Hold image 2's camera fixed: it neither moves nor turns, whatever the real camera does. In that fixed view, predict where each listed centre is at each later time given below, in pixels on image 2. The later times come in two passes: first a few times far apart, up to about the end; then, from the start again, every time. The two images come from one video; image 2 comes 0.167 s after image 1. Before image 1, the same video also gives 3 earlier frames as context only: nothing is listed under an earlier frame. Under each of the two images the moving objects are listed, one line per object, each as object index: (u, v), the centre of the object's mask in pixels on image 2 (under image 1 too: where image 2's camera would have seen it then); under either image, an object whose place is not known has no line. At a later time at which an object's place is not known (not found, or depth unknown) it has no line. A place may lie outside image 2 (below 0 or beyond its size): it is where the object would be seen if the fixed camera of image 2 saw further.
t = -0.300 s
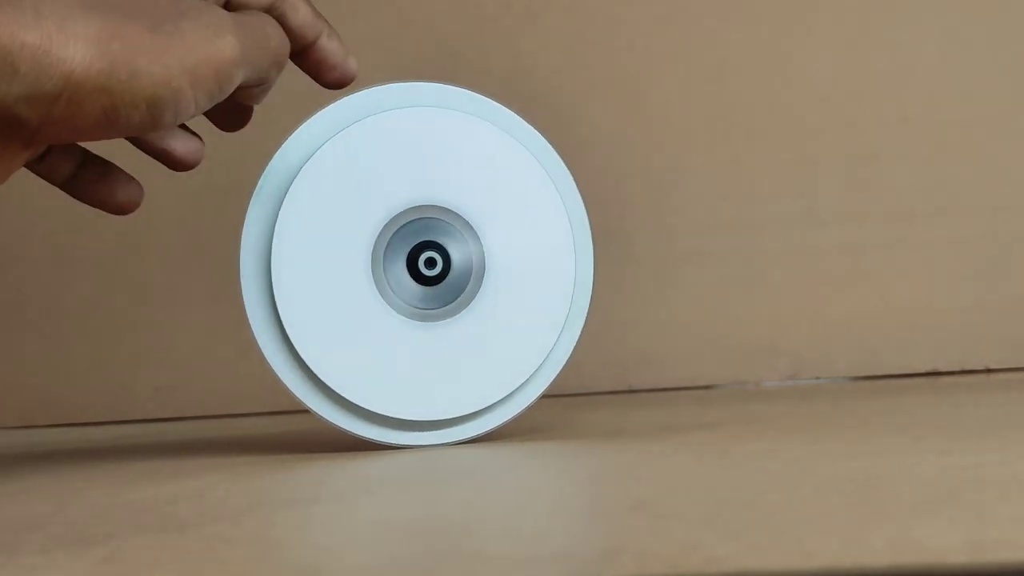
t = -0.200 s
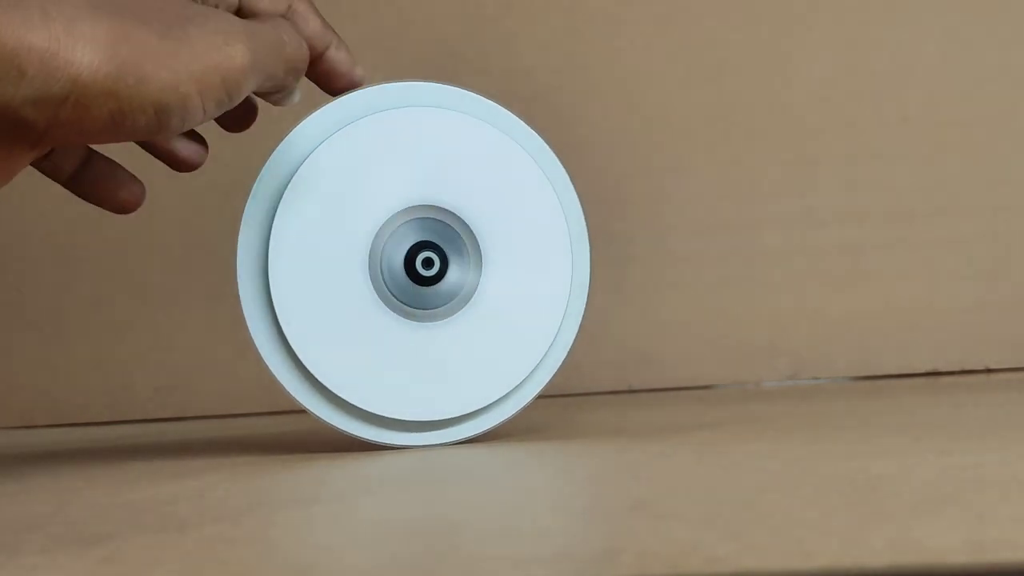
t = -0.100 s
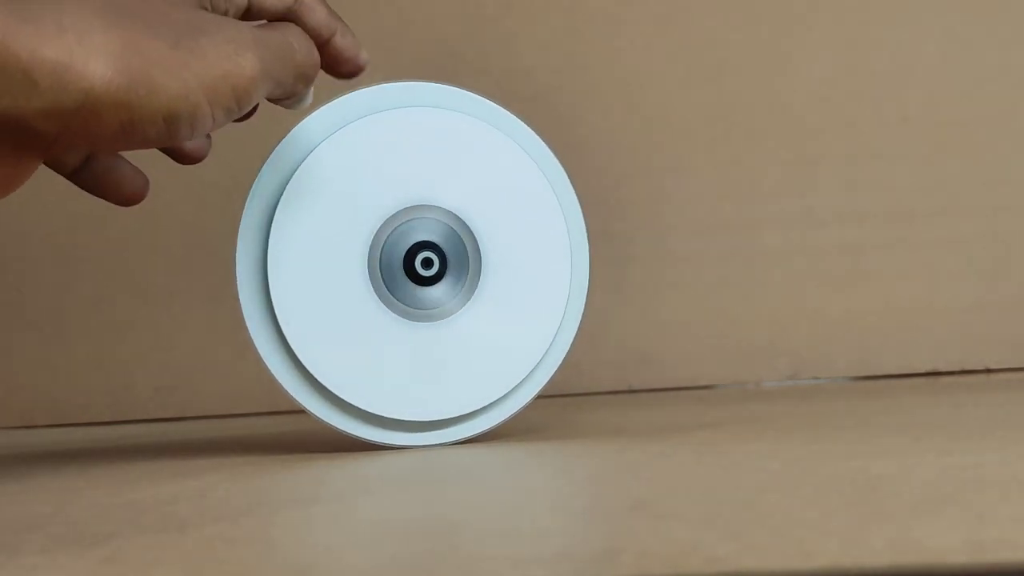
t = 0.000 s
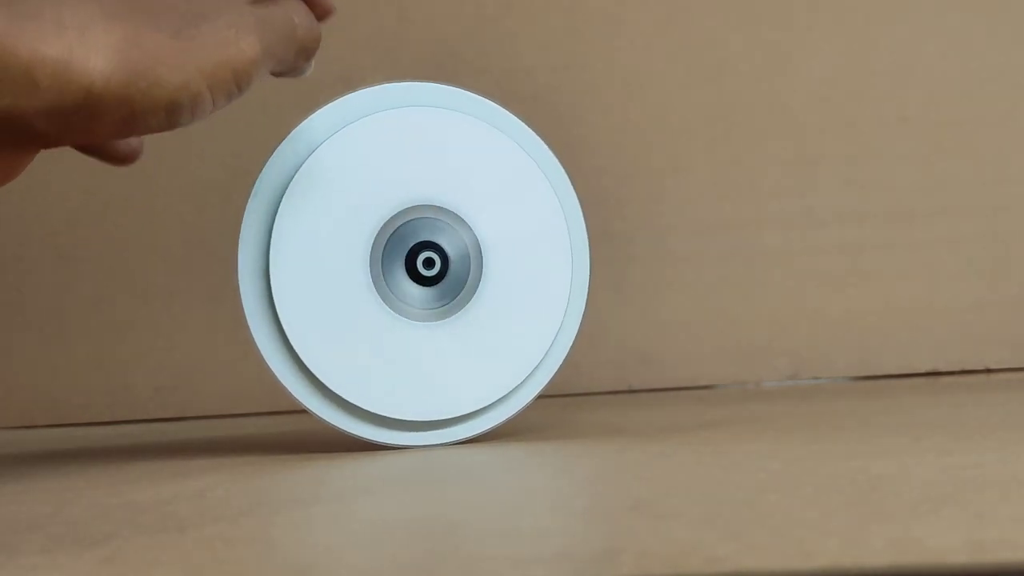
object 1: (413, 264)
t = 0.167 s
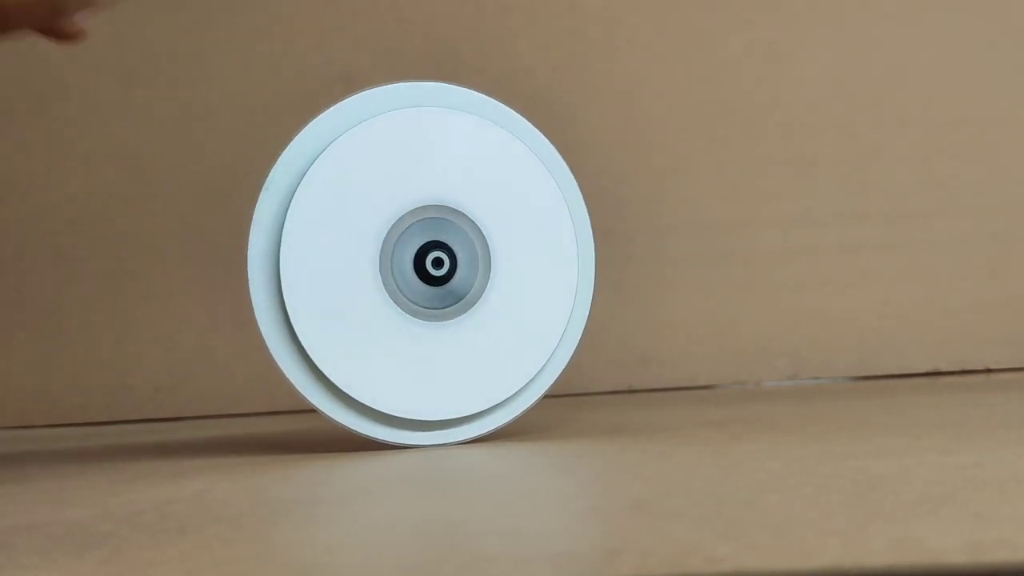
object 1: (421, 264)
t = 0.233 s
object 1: (426, 264)
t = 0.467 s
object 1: (447, 263)
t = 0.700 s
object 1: (472, 262)
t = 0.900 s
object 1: (490, 262)
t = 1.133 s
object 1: (499, 262)
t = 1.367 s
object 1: (492, 262)
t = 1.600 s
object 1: (474, 262)
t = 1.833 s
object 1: (457, 263)
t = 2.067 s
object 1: (445, 263)
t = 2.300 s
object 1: (442, 262)
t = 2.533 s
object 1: (450, 262)
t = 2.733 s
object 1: (460, 262)
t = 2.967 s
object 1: (475, 263)
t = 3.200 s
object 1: (488, 263)
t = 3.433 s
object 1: (489, 263)
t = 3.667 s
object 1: (480, 263)
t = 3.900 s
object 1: (470, 262)
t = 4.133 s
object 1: (464, 262)
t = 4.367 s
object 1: (465, 262)
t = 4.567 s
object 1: (470, 262)
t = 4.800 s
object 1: (477, 263)
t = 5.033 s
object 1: (485, 263)
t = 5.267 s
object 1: (488, 263)
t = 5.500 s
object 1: (483, 263)
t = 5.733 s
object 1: (479, 262)
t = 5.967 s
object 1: (479, 262)
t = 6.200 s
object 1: (483, 262)
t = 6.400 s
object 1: (487, 262)
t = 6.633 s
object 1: (489, 263)
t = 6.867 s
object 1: (488, 262)
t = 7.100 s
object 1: (488, 262)
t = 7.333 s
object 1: (486, 262)
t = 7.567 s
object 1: (487, 262)
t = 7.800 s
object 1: (489, 262)
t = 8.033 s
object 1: (488, 262)
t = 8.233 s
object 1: (490, 262)
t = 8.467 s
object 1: (491, 262)
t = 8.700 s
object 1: (492, 262)
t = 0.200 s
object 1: (423, 264)
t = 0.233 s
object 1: (426, 264)
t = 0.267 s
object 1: (428, 263)
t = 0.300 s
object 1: (431, 263)
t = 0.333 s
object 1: (434, 263)
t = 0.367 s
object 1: (437, 263)
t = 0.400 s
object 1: (441, 263)
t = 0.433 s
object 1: (444, 263)
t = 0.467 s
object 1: (447, 263)
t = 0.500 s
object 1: (451, 263)
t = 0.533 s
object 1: (454, 263)
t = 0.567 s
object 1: (458, 263)
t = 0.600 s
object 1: (461, 263)
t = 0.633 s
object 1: (465, 263)
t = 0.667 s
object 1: (468, 263)
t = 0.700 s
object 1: (472, 262)
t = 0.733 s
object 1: (475, 262)
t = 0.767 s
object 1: (478, 262)
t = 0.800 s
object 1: (482, 262)
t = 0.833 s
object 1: (485, 262)
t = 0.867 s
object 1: (488, 262)
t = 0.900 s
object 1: (490, 262)
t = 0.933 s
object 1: (493, 262)
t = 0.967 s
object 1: (495, 262)
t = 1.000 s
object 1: (497, 262)
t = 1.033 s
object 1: (498, 262)
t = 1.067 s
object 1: (499, 262)
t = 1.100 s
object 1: (499, 262)
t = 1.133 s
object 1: (499, 262)
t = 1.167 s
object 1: (499, 262)
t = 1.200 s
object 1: (499, 262)
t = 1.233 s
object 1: (498, 262)
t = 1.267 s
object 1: (497, 262)
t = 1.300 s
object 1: (496, 262)
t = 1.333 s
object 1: (494, 262)
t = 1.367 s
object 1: (492, 262)
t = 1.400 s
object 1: (490, 262)
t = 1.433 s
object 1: (488, 262)
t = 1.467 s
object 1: (485, 262)
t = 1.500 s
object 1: (483, 262)
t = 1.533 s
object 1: (480, 262)
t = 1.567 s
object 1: (477, 262)
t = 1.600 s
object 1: (474, 262)
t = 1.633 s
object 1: (472, 262)
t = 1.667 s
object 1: (469, 262)
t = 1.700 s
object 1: (466, 262)
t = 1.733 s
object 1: (464, 262)
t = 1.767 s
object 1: (462, 262)
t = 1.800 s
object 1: (459, 262)
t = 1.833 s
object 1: (457, 263)
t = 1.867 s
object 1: (455, 263)
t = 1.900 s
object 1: (453, 263)
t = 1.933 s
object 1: (451, 263)
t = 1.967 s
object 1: (449, 263)
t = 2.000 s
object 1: (448, 262)
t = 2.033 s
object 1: (446, 263)
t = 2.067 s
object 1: (445, 263)
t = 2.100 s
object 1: (444, 263)
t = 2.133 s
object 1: (443, 263)
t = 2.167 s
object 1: (443, 263)
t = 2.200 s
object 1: (442, 263)
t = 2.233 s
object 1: (442, 263)
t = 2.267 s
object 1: (443, 263)
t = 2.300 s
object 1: (442, 262)
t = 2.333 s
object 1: (443, 262)
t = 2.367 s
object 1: (444, 262)
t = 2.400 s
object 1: (445, 262)
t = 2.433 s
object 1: (446, 262)
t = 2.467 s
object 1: (447, 263)
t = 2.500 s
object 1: (448, 262)
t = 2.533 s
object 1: (450, 262)
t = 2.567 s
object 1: (451, 263)
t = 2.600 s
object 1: (453, 262)
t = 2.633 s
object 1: (455, 262)
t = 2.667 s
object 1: (457, 263)
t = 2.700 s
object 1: (458, 263)
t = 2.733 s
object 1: (460, 262)
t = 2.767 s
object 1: (463, 262)
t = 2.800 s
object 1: (465, 262)
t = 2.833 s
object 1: (467, 262)
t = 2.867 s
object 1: (469, 263)
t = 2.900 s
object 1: (471, 262)
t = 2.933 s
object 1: (473, 263)
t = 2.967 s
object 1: (475, 263)
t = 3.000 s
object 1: (477, 263)
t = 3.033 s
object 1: (480, 263)
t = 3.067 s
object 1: (482, 263)
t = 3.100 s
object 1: (484, 263)
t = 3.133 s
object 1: (485, 263)
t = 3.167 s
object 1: (487, 263)
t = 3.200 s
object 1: (488, 263)
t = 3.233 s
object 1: (489, 263)
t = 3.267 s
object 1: (490, 263)
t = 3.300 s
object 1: (490, 263)
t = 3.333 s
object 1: (490, 263)
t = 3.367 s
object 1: (490, 263)
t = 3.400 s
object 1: (490, 263)
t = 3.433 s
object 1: (489, 263)
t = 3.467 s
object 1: (488, 263)
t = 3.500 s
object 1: (487, 263)
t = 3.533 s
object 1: (486, 263)
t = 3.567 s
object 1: (485, 263)
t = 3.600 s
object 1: (483, 263)
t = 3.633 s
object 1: (481, 263)
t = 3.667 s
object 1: (480, 263)
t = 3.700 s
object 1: (478, 263)
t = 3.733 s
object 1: (476, 263)
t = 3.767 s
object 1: (475, 263)
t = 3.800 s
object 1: (473, 263)
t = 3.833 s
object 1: (472, 262)
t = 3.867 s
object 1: (471, 262)
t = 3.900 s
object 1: (470, 262)
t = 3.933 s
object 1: (469, 262)
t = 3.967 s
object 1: (468, 262)
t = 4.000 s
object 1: (467, 262)
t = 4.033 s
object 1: (466, 262)
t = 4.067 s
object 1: (465, 262)
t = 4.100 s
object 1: (465, 262)
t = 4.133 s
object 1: (464, 262)
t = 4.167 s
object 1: (464, 262)
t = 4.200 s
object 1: (463, 262)
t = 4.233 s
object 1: (463, 262)
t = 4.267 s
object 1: (463, 262)
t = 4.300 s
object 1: (464, 262)
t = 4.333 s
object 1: (464, 262)
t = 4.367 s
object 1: (465, 262)
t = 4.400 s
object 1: (465, 262)
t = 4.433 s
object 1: (466, 262)
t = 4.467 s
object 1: (467, 262)
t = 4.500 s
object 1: (468, 262)
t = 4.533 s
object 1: (469, 262)
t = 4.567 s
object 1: (470, 262)
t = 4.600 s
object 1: (470, 262)
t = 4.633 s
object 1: (472, 262)
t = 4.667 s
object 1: (473, 262)
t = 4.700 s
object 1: (474, 263)
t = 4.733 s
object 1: (474, 263)
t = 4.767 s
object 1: (475, 263)
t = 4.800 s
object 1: (477, 263)
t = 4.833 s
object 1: (478, 263)
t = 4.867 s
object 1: (479, 263)
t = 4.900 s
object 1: (481, 263)
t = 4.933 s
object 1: (482, 263)
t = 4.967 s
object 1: (483, 263)
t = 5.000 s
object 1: (484, 263)
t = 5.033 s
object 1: (485, 263)
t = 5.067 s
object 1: (486, 263)
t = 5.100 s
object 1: (487, 263)
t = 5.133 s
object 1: (487, 263)
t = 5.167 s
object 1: (488, 263)
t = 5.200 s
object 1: (488, 263)
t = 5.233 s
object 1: (488, 263)
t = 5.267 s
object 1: (488, 263)
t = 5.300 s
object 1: (487, 263)
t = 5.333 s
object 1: (487, 263)
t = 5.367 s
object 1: (486, 263)
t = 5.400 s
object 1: (485, 263)
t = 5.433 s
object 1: (485, 263)
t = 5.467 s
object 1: (484, 263)
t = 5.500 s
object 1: (483, 263)
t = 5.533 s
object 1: (482, 263)
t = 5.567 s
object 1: (481, 262)
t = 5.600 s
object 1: (481, 263)
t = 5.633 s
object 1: (480, 262)
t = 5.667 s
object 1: (479, 262)
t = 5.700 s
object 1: (479, 262)
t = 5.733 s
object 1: (479, 262)
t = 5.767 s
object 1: (478, 262)
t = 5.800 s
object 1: (478, 262)
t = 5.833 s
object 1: (478, 262)
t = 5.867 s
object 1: (478, 262)
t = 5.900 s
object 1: (478, 262)
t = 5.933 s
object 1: (478, 262)
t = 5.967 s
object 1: (479, 262)
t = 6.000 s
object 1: (479, 262)
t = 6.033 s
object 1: (480, 262)
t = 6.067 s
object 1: (480, 262)
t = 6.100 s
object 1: (481, 262)
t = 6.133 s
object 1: (481, 262)
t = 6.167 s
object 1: (482, 262)
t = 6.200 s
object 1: (483, 262)
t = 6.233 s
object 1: (484, 262)
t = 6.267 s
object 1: (485, 262)
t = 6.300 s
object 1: (485, 262)
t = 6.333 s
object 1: (486, 262)
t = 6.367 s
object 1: (486, 262)
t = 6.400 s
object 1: (487, 262)
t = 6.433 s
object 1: (487, 262)
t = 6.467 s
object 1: (487, 262)
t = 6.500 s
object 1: (488, 262)
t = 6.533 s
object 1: (488, 262)
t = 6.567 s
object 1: (489, 262)
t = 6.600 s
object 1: (489, 263)
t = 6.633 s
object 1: (489, 263)
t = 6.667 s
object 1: (489, 263)
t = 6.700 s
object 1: (489, 263)
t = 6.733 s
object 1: (489, 263)
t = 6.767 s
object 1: (489, 263)
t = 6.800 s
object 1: (489, 262)
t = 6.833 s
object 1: (489, 262)
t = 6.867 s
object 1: (488, 262)
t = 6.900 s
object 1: (488, 262)
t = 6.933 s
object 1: (488, 262)
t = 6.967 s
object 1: (488, 262)
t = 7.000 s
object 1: (488, 262)
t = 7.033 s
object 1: (488, 262)
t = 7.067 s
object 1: (488, 262)
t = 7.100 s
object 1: (488, 262)
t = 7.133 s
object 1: (487, 262)
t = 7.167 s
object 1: (487, 262)
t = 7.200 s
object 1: (487, 262)
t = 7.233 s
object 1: (486, 262)
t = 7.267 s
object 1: (486, 262)
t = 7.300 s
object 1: (486, 262)
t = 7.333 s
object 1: (486, 262)
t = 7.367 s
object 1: (486, 262)
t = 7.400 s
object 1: (486, 262)
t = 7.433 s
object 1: (486, 262)
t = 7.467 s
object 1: (486, 262)
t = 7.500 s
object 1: (486, 262)
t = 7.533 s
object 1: (486, 262)
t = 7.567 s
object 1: (487, 262)
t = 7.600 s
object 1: (487, 262)
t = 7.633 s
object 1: (488, 262)
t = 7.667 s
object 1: (488, 262)
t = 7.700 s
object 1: (489, 262)
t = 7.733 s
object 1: (489, 262)
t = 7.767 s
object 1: (489, 262)
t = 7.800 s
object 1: (489, 262)
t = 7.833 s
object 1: (489, 262)
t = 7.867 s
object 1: (489, 262)
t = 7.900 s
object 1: (489, 262)
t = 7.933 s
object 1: (489, 262)
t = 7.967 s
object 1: (488, 262)
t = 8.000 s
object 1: (488, 262)
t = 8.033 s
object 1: (488, 262)
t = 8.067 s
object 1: (489, 262)
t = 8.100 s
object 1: (489, 262)
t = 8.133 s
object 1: (489, 262)
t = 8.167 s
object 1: (489, 262)
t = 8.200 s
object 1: (490, 262)
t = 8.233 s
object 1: (490, 262)
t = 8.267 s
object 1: (490, 262)
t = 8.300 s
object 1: (491, 262)
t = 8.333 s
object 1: (491, 262)
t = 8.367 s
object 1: (491, 262)
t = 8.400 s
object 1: (491, 262)
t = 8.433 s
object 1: (491, 262)
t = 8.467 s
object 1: (491, 262)
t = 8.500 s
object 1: (490, 262)
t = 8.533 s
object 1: (491, 262)
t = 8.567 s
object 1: (491, 262)
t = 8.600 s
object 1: (491, 262)
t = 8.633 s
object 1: (491, 262)
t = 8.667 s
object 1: (492, 262)
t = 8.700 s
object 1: (492, 262)
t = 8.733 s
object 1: (492, 262)
